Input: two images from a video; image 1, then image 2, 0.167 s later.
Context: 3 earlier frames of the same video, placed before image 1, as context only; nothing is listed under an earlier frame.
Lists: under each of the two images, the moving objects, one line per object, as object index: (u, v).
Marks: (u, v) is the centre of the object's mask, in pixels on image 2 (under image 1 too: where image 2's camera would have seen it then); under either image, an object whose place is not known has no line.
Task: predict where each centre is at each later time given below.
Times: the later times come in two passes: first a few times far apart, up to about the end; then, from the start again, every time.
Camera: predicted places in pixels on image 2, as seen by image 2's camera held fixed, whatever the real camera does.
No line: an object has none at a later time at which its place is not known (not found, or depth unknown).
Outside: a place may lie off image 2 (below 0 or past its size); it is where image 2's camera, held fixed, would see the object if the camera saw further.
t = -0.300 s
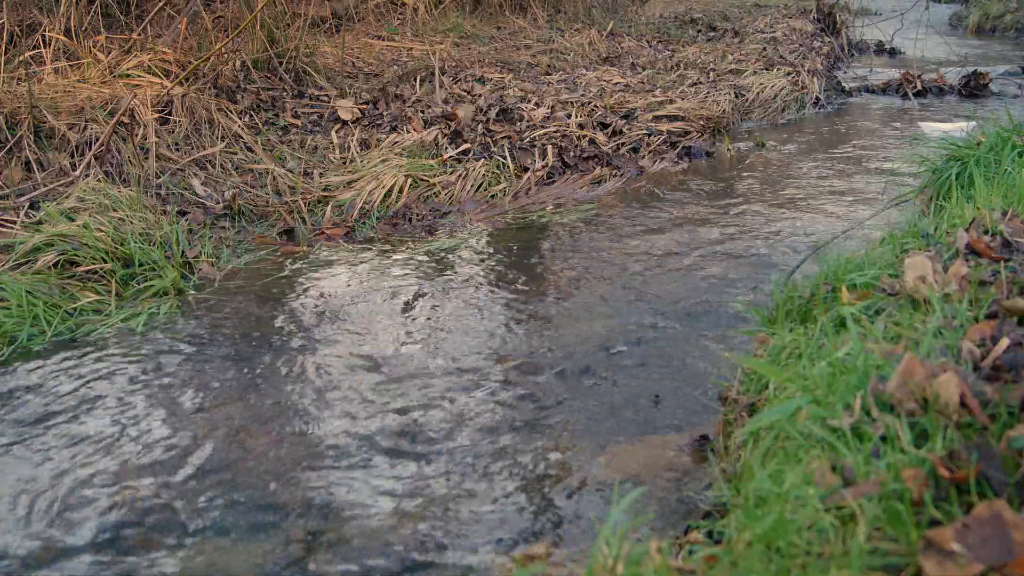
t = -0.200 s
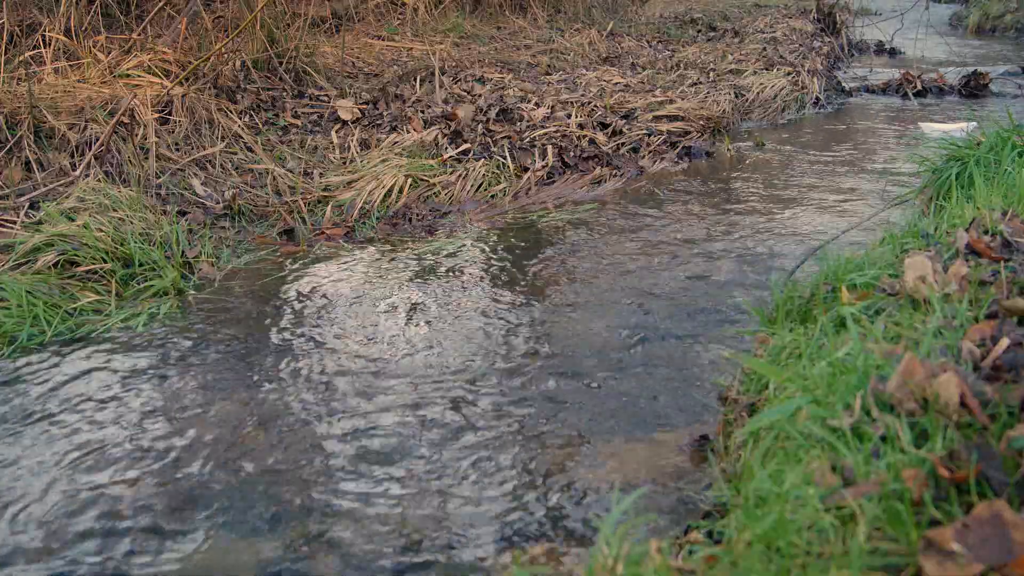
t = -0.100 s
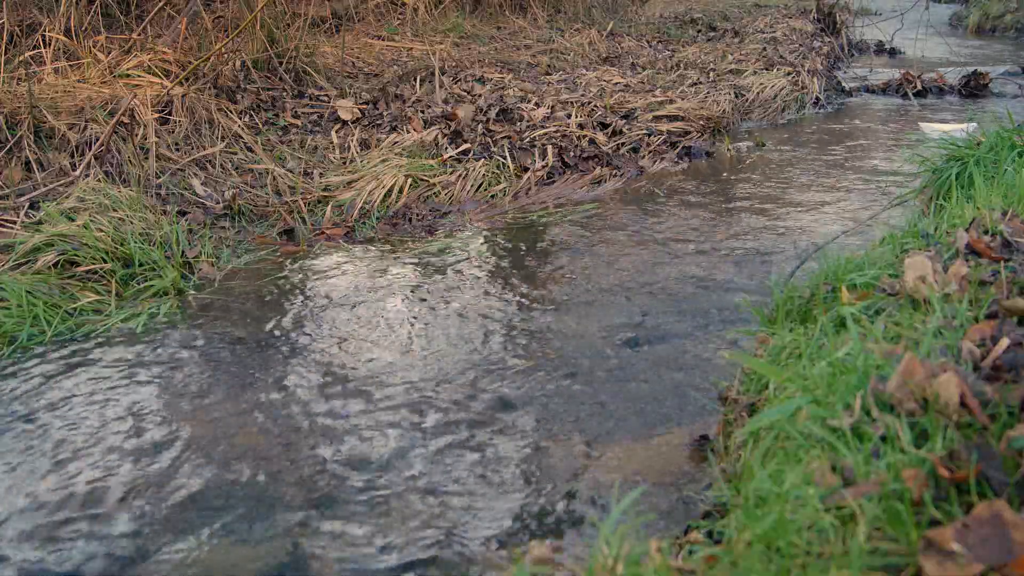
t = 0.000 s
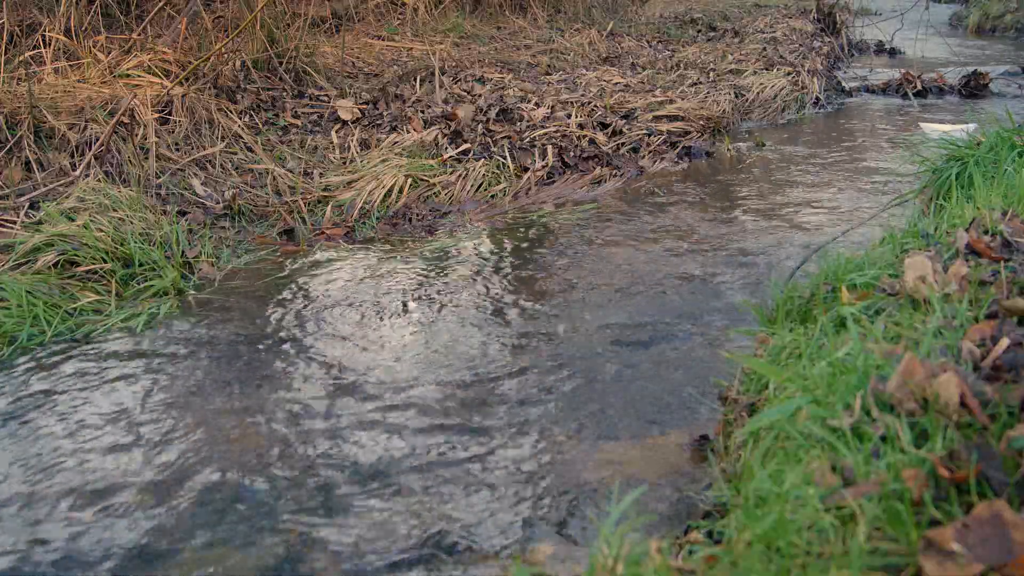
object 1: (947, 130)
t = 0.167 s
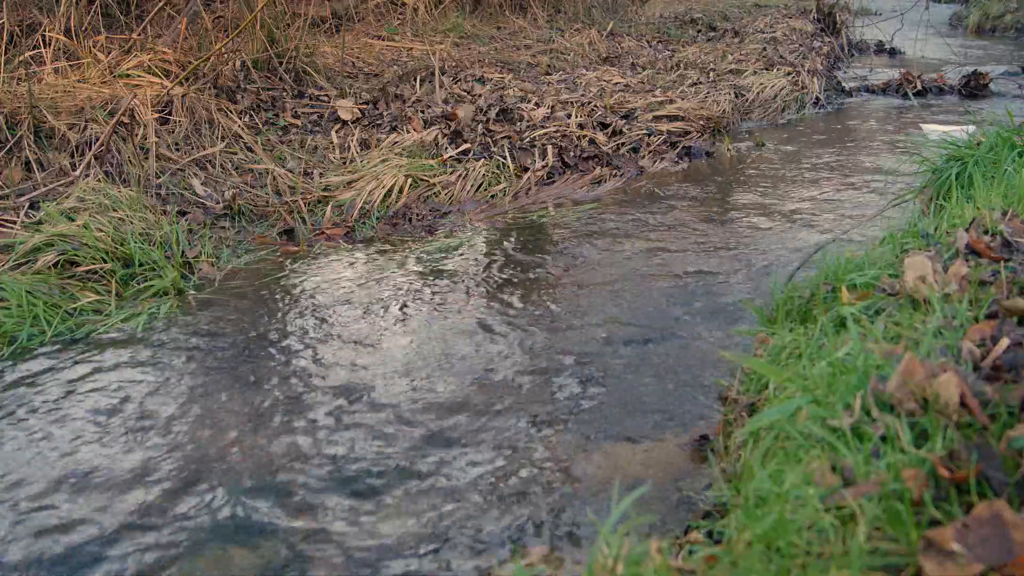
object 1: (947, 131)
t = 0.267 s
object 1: (947, 132)
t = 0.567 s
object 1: (942, 134)
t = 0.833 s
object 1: (936, 136)
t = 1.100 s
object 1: (931, 142)
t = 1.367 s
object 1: (928, 146)
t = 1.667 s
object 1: (924, 149)
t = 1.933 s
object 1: (921, 153)
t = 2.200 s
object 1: (916, 159)
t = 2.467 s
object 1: (910, 167)
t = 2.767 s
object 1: (900, 173)
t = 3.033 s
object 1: (892, 180)
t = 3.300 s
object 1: (882, 187)
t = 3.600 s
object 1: (867, 194)
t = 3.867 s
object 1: (850, 203)
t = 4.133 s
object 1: (833, 212)
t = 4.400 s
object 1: (813, 224)
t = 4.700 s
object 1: (792, 235)
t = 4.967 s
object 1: (773, 248)
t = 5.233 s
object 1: (755, 262)
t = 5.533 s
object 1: (731, 278)
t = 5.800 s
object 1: (705, 296)
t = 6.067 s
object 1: (674, 317)
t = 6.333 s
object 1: (639, 340)
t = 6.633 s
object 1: (593, 370)
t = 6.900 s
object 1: (551, 399)
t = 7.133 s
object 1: (510, 429)
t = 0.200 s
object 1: (947, 131)
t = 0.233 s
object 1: (947, 132)
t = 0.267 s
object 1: (947, 132)
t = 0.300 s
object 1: (947, 132)
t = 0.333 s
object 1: (947, 132)
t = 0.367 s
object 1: (947, 133)
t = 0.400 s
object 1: (946, 133)
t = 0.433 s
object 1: (944, 133)
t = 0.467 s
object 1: (944, 133)
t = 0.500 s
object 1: (944, 134)
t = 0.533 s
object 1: (944, 134)
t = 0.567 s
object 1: (942, 134)
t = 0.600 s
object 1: (942, 134)
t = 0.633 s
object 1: (942, 135)
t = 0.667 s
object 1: (942, 135)
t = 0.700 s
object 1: (941, 135)
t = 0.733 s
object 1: (940, 135)
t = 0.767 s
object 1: (940, 136)
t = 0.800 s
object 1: (939, 136)
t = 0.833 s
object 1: (936, 136)
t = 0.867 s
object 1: (934, 137)
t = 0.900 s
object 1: (934, 137)
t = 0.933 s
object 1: (934, 137)
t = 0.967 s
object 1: (933, 139)
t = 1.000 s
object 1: (933, 140)
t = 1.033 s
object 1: (932, 141)
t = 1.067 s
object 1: (932, 141)
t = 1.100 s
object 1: (931, 142)
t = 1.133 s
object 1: (930, 142)
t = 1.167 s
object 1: (930, 142)
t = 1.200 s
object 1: (930, 143)
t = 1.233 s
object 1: (929, 144)
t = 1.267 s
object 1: (929, 144)
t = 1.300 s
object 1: (929, 145)
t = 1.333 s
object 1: (928, 145)
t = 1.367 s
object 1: (928, 146)
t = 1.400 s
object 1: (927, 147)
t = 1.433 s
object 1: (927, 147)
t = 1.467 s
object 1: (927, 147)
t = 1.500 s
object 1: (926, 147)
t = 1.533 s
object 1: (925, 148)
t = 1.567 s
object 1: (925, 148)
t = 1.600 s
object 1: (925, 148)
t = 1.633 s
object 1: (924, 149)
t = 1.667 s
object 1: (924, 149)
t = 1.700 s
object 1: (923, 149)
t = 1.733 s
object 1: (923, 149)
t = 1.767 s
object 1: (923, 150)
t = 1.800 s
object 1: (922, 151)
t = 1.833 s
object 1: (922, 152)
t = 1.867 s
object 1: (922, 152)
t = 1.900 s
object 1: (922, 152)
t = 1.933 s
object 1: (921, 153)
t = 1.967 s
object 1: (921, 153)
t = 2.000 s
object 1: (921, 153)
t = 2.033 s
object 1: (920, 154)
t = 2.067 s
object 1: (919, 156)
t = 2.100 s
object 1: (918, 156)
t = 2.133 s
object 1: (918, 157)
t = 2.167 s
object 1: (917, 158)
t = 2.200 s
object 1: (916, 159)
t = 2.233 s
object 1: (916, 160)
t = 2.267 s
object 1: (915, 162)
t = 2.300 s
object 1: (913, 163)
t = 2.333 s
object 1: (912, 164)
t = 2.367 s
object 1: (912, 165)
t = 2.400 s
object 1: (911, 165)
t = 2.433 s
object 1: (910, 166)
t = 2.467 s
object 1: (910, 167)
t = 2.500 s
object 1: (908, 168)
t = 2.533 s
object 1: (907, 168)
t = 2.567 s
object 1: (906, 170)
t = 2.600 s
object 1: (905, 170)
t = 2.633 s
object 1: (905, 170)
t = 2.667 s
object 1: (904, 171)
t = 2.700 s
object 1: (903, 172)
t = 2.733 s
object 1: (901, 172)
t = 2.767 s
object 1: (900, 173)
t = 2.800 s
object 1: (899, 174)
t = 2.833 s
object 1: (899, 175)
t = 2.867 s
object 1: (898, 176)
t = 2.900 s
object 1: (896, 177)
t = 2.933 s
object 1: (895, 178)
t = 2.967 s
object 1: (894, 179)
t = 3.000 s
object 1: (893, 179)
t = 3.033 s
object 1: (892, 180)
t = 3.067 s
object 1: (891, 181)
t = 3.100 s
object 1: (890, 181)
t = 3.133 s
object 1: (888, 182)
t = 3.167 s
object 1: (886, 183)
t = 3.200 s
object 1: (886, 184)
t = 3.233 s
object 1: (885, 184)
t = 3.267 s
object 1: (884, 185)
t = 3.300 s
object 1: (882, 187)
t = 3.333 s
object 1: (880, 187)
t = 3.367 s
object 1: (879, 188)
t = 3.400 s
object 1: (878, 190)
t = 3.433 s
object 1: (876, 190)
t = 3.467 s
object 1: (874, 191)
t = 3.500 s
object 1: (873, 192)
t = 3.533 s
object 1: (871, 193)
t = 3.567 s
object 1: (868, 194)
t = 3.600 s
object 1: (867, 194)
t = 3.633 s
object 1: (864, 196)
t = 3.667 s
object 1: (864, 197)
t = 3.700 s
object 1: (861, 198)
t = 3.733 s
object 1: (859, 198)
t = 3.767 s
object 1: (857, 199)
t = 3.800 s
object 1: (855, 201)
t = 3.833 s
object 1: (852, 202)
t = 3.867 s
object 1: (850, 203)
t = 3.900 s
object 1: (848, 205)
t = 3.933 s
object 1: (844, 206)
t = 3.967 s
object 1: (843, 208)
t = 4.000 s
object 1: (840, 209)
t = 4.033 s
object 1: (838, 210)
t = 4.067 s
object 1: (836, 211)
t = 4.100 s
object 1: (835, 212)
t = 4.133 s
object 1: (833, 212)
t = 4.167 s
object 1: (829, 213)
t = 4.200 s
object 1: (827, 214)
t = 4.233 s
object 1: (825, 216)
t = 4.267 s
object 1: (823, 217)
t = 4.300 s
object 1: (820, 219)
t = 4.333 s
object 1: (818, 220)
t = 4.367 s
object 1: (816, 222)
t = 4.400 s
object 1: (813, 224)
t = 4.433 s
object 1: (812, 225)
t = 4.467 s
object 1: (809, 226)
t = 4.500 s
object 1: (806, 227)
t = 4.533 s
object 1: (805, 229)
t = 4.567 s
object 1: (802, 229)
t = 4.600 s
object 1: (799, 230)
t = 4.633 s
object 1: (797, 232)
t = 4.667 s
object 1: (795, 234)
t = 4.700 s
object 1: (792, 235)
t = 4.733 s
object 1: (790, 237)
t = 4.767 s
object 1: (788, 239)
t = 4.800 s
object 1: (785, 241)
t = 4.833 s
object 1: (782, 242)
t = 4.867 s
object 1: (780, 243)
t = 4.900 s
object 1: (778, 245)
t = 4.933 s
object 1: (776, 247)
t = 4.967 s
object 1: (773, 248)
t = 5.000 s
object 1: (771, 250)
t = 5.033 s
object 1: (768, 252)
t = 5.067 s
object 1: (766, 253)
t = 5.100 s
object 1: (764, 255)
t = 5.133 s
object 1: (761, 256)
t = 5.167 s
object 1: (759, 258)
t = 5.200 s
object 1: (757, 260)
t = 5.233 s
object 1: (755, 262)
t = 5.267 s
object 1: (752, 264)
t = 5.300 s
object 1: (750, 266)
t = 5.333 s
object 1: (747, 268)
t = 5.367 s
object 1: (744, 269)
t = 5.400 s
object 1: (742, 271)
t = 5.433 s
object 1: (739, 273)
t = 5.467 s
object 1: (736, 275)
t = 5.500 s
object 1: (734, 276)
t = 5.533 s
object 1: (731, 278)
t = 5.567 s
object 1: (728, 281)
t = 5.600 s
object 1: (725, 283)
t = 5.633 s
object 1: (721, 285)
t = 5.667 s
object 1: (718, 287)
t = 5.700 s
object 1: (715, 289)
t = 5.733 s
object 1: (711, 292)
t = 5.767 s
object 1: (709, 293)
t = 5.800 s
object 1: (705, 296)
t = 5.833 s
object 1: (701, 298)
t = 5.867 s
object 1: (697, 301)
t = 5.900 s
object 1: (693, 304)
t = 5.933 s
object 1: (688, 306)
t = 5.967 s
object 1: (684, 309)
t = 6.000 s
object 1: (681, 312)
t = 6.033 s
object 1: (678, 314)
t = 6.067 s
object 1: (674, 317)
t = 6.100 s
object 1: (671, 319)
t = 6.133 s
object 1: (667, 321)
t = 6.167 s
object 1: (661, 324)
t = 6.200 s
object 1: (656, 326)
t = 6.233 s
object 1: (651, 329)
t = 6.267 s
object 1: (647, 333)
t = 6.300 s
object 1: (643, 336)
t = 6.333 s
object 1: (639, 340)
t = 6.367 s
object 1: (634, 344)
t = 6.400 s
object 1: (629, 346)
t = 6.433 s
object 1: (623, 349)
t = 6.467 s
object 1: (618, 352)
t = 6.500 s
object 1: (613, 355)
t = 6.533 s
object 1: (608, 358)
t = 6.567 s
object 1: (603, 362)
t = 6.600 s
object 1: (598, 366)
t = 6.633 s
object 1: (593, 370)
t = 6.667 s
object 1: (588, 374)
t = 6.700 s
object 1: (582, 379)
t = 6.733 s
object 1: (577, 382)
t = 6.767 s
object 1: (572, 386)
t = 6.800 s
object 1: (566, 389)
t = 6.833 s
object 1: (561, 392)
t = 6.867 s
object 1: (556, 395)
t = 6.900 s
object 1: (551, 399)
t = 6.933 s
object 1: (546, 403)
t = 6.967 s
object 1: (540, 408)
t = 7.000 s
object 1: (534, 412)
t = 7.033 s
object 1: (528, 417)
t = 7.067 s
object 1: (522, 421)
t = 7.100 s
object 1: (516, 425)
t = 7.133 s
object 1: (510, 429)
